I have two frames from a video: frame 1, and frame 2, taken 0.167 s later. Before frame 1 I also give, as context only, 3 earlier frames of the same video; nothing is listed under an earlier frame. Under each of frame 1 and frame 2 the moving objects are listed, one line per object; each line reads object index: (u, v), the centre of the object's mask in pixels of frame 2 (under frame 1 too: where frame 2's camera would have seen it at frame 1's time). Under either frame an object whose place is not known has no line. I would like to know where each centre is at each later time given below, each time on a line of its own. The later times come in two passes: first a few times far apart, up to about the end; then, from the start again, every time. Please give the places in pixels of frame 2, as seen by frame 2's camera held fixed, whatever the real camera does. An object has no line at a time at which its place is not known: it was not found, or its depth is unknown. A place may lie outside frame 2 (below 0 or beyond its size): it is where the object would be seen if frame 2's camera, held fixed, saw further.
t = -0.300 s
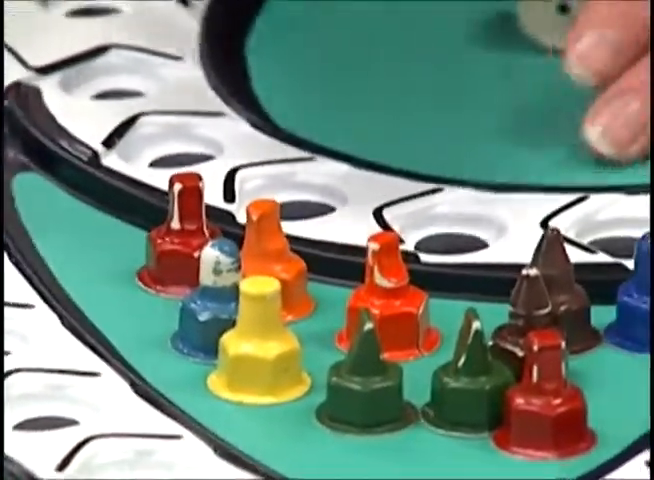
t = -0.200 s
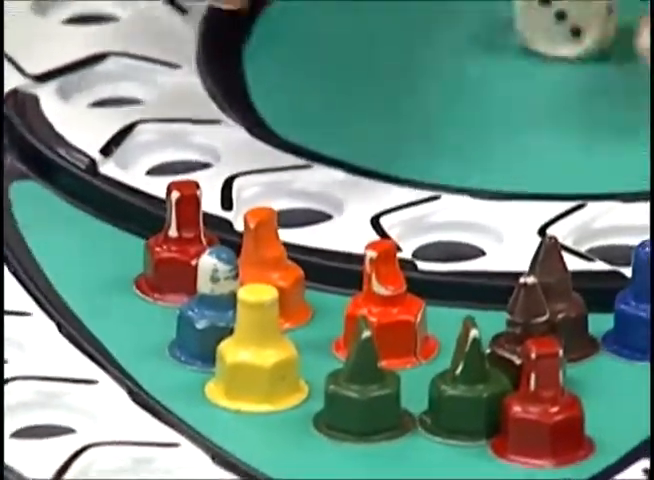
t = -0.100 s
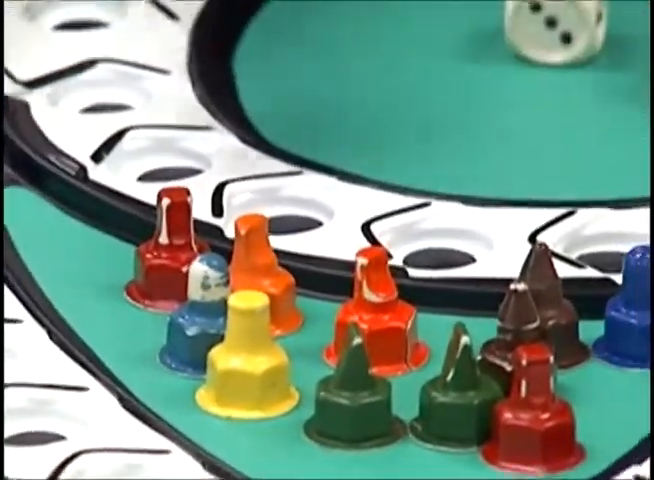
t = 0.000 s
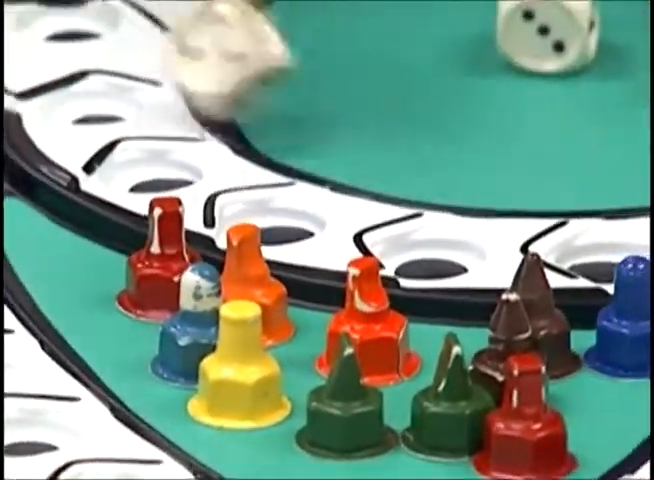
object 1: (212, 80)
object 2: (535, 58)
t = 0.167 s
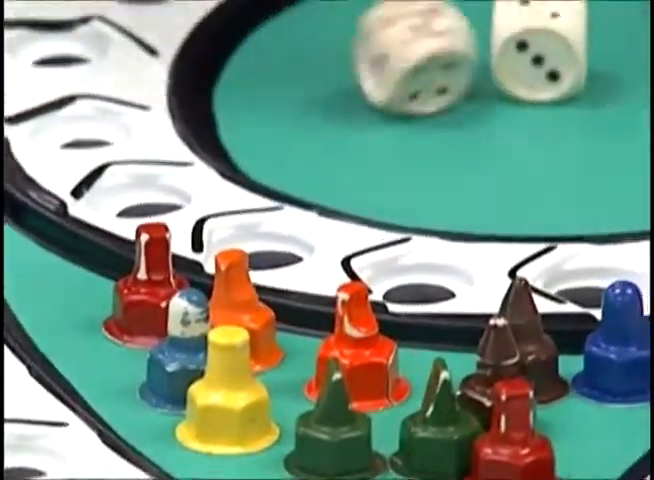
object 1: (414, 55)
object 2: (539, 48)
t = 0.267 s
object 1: (453, 24)
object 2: (556, 44)
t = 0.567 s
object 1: (473, 10)
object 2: (562, 42)
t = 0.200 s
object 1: (434, 39)
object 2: (545, 45)
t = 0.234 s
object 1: (443, 32)
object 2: (553, 44)
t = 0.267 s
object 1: (453, 24)
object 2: (556, 44)
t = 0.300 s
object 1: (468, 15)
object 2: (558, 43)
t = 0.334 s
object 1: (472, 13)
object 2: (561, 43)
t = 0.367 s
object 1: (473, 11)
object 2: (562, 43)
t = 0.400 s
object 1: (473, 11)
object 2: (561, 43)
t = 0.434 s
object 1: (473, 11)
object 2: (562, 42)
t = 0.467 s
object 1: (473, 11)
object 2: (562, 42)
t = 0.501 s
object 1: (473, 11)
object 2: (562, 42)
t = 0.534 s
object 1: (473, 10)
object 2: (562, 42)
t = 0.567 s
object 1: (473, 10)
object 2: (562, 42)
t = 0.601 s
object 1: (473, 11)
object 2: (562, 42)
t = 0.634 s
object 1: (473, 11)
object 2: (562, 42)
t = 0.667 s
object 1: (473, 11)
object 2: (562, 42)
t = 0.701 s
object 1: (473, 11)
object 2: (562, 42)
